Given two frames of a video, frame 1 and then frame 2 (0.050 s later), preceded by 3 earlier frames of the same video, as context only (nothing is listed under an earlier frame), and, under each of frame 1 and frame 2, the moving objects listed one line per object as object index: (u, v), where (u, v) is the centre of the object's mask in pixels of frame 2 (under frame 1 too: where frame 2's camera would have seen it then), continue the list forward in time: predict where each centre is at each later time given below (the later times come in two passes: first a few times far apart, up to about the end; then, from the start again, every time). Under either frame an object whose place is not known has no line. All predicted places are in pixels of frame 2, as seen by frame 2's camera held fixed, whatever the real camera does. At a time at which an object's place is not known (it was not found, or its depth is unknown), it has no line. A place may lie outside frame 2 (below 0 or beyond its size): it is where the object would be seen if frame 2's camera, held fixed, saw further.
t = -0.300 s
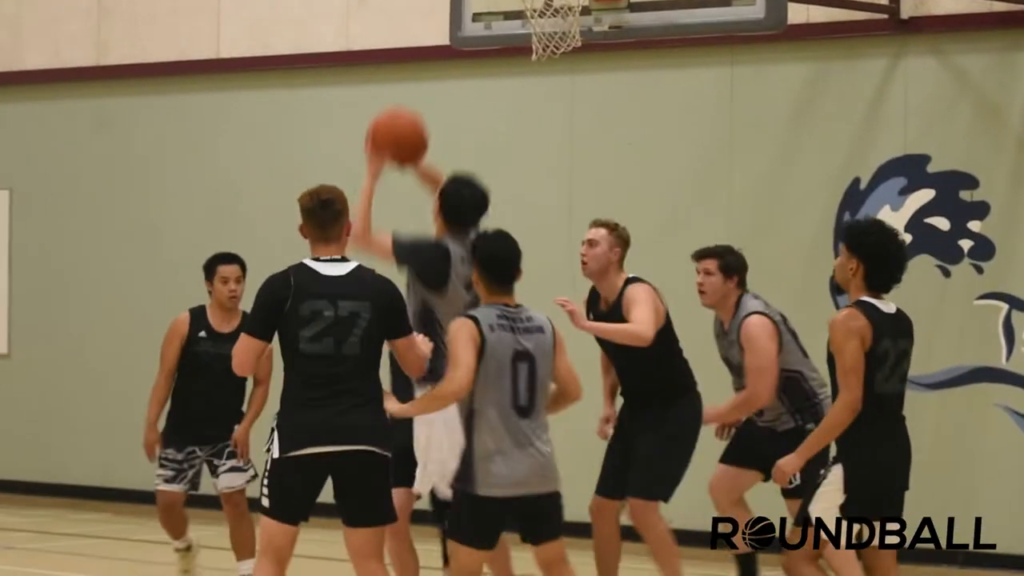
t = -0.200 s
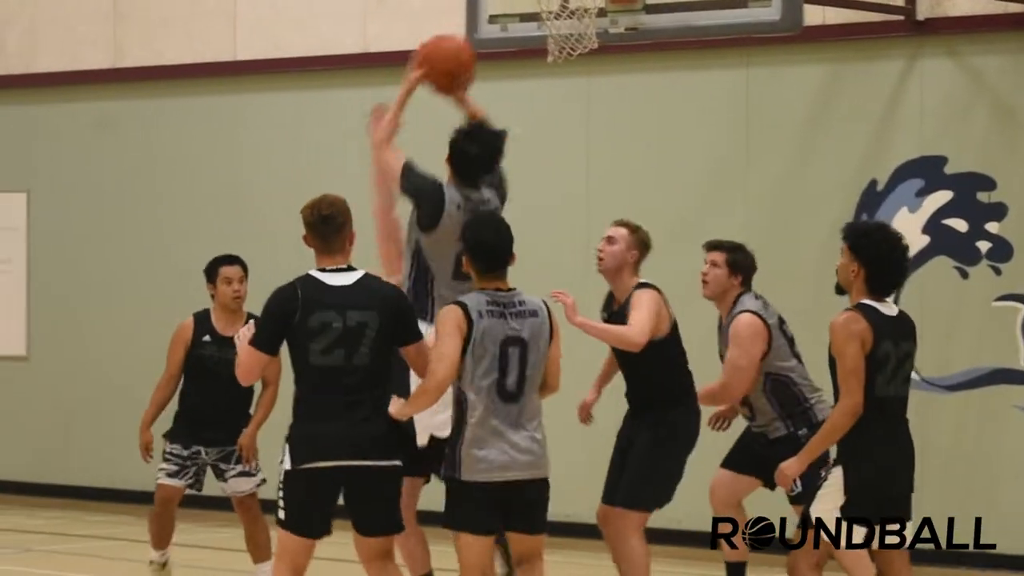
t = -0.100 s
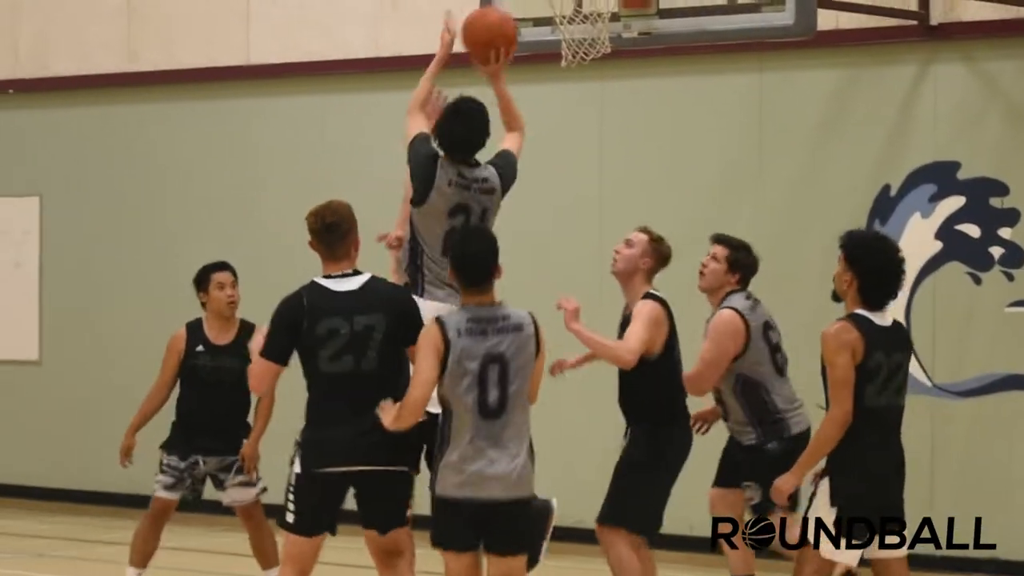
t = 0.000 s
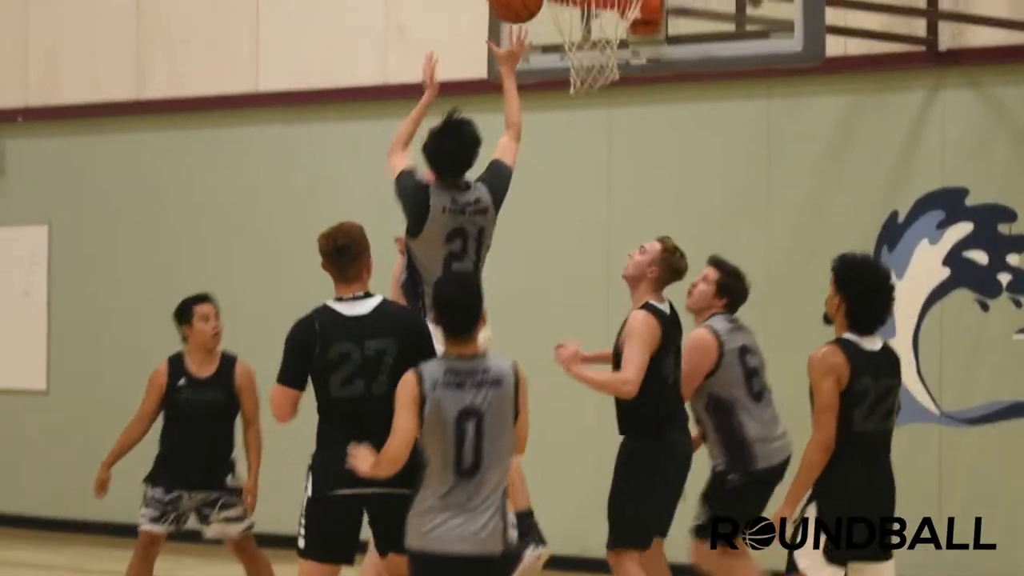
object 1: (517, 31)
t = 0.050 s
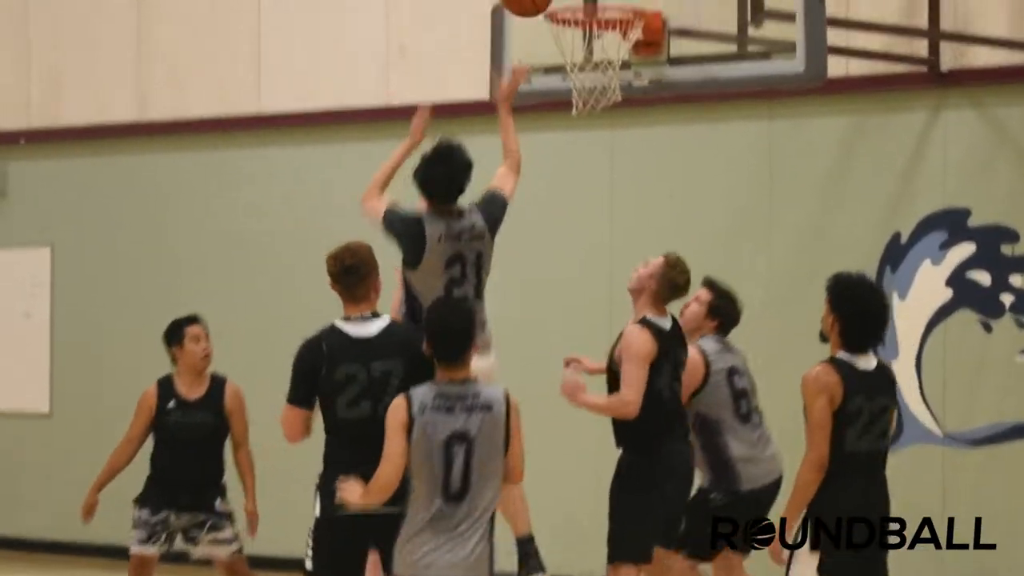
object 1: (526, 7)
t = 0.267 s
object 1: (562, -63)
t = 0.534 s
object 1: (602, 21)
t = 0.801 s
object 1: (607, 92)
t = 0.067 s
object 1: (529, -1)
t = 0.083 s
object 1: (532, -9)
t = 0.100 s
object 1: (535, -17)
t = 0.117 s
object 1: (538, -25)
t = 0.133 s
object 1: (541, -32)
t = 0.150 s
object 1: (543, -40)
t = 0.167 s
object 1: (546, -47)
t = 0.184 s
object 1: (549, -53)
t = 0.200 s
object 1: (552, -59)
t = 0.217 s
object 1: (554, -61)
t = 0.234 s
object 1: (558, -62)
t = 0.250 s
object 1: (560, -63)
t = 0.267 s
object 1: (562, -63)
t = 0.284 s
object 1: (565, -62)
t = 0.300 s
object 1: (567, -61)
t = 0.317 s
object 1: (570, -59)
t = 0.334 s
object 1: (573, -57)
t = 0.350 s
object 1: (575, -53)
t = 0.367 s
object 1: (578, -49)
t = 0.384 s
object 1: (580, -44)
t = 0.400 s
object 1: (583, -39)
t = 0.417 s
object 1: (585, -34)
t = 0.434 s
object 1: (587, -27)
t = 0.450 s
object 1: (590, -21)
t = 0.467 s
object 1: (592, -15)
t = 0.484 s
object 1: (594, -10)
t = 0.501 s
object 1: (596, -6)
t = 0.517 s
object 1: (599, 11)
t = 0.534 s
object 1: (602, 21)
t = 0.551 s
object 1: (604, 30)
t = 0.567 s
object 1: (605, 41)
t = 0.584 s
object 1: (607, 49)
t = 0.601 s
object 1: (610, 57)
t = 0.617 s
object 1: (610, 61)
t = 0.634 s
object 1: (611, 63)
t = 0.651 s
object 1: (612, 65)
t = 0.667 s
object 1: (611, 65)
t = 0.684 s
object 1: (609, 69)
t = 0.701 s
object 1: (609, 70)
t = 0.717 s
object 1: (610, 72)
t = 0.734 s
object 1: (609, 76)
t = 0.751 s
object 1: (609, 79)
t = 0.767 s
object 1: (608, 82)
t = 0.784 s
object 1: (608, 87)
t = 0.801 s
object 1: (607, 92)
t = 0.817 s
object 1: (606, 98)
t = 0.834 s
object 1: (606, 104)
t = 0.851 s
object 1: (605, 111)
